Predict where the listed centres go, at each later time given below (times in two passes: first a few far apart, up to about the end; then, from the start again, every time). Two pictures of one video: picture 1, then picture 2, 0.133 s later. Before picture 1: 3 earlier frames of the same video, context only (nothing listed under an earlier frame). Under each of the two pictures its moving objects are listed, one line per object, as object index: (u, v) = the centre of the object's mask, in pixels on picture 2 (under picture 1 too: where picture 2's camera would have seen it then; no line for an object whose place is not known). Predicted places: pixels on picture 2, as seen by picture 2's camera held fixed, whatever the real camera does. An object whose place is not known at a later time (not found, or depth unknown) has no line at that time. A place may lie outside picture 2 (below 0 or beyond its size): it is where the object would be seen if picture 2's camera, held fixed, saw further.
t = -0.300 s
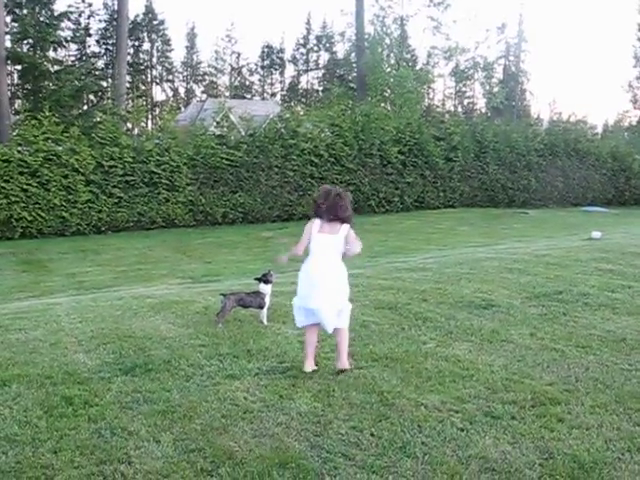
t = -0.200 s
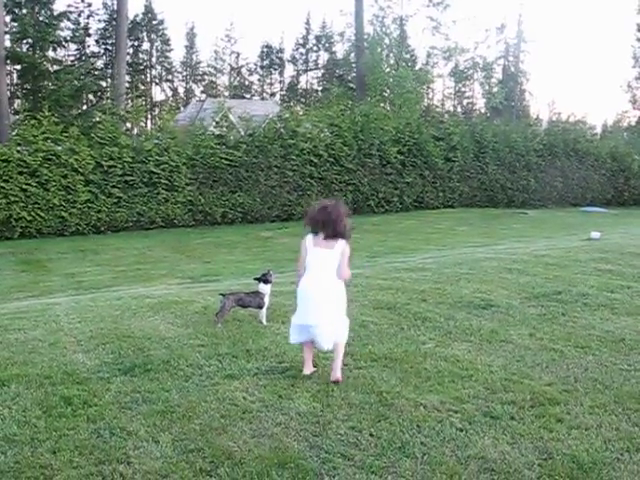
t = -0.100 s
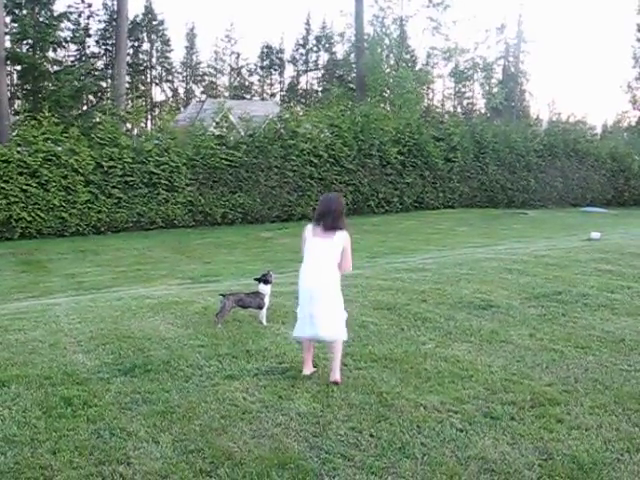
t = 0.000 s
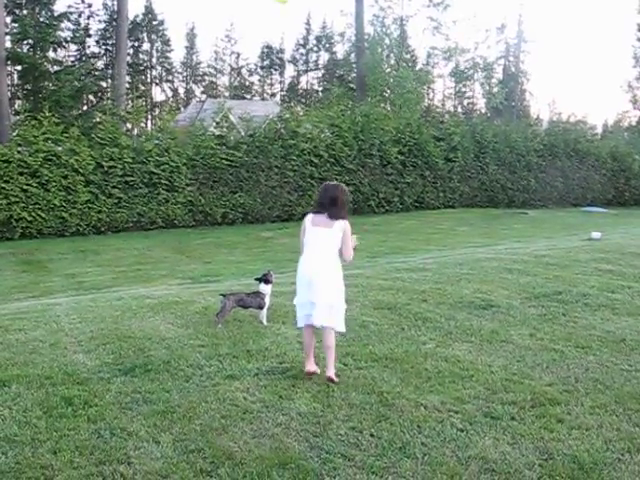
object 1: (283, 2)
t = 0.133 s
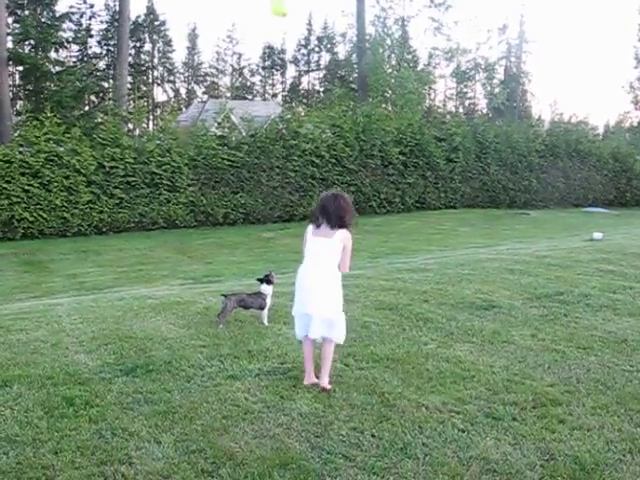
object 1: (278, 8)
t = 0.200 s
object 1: (278, 15)
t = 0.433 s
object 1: (274, 40)
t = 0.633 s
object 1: (273, 55)
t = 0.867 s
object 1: (271, 77)
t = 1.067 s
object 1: (269, 98)
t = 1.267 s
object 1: (267, 121)
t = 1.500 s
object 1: (264, 148)
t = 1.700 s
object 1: (261, 170)
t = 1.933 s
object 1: (259, 194)
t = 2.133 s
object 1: (259, 215)
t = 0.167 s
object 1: (278, 9)
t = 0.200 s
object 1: (278, 15)
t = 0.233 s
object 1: (278, 19)
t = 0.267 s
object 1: (277, 22)
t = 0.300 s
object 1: (277, 27)
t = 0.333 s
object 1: (276, 32)
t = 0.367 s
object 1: (275, 34)
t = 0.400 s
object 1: (275, 38)
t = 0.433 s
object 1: (274, 40)
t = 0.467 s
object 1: (274, 45)
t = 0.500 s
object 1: (274, 47)
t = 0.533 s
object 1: (273, 50)
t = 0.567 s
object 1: (273, 52)
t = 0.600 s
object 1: (274, 53)
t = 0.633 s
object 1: (273, 55)
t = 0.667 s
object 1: (273, 59)
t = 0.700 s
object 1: (272, 62)
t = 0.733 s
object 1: (272, 65)
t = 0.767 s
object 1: (272, 68)
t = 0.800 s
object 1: (271, 71)
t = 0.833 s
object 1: (271, 75)
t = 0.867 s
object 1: (271, 77)
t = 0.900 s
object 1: (271, 81)
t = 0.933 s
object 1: (270, 85)
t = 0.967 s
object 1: (271, 87)
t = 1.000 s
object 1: (270, 90)
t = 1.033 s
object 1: (270, 97)
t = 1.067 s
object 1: (269, 98)
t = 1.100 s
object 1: (269, 101)
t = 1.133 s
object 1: (268, 106)
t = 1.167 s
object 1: (268, 108)
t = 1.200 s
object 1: (267, 113)
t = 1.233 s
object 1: (267, 117)
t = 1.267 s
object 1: (267, 121)
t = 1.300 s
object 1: (266, 125)
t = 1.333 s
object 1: (266, 129)
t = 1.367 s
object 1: (266, 133)
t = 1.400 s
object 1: (265, 137)
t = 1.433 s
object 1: (265, 140)
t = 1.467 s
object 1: (264, 144)
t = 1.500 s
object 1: (264, 148)
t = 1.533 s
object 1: (264, 152)
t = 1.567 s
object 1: (263, 156)
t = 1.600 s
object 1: (263, 160)
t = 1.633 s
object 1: (262, 163)
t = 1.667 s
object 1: (262, 167)
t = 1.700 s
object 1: (261, 170)
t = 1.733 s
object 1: (261, 174)
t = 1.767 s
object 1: (261, 177)
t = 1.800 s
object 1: (260, 180)
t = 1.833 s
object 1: (260, 184)
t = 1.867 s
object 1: (260, 187)
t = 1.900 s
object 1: (259, 191)
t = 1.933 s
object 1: (259, 194)
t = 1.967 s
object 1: (259, 198)
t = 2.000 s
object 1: (259, 201)
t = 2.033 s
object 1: (259, 205)
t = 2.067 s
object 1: (259, 208)
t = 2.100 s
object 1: (259, 212)
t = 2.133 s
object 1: (259, 215)
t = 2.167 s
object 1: (259, 219)
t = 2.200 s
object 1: (258, 223)
